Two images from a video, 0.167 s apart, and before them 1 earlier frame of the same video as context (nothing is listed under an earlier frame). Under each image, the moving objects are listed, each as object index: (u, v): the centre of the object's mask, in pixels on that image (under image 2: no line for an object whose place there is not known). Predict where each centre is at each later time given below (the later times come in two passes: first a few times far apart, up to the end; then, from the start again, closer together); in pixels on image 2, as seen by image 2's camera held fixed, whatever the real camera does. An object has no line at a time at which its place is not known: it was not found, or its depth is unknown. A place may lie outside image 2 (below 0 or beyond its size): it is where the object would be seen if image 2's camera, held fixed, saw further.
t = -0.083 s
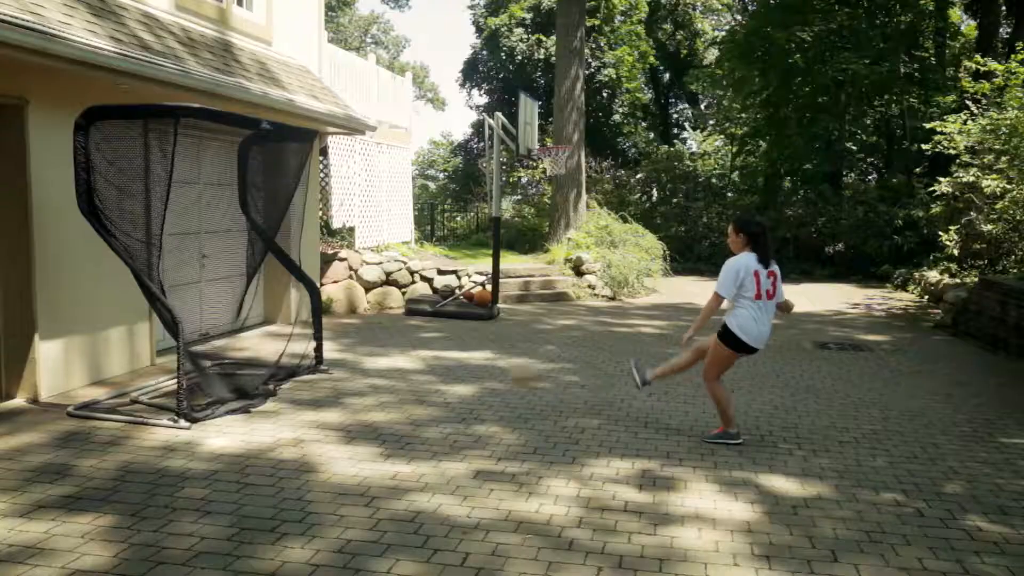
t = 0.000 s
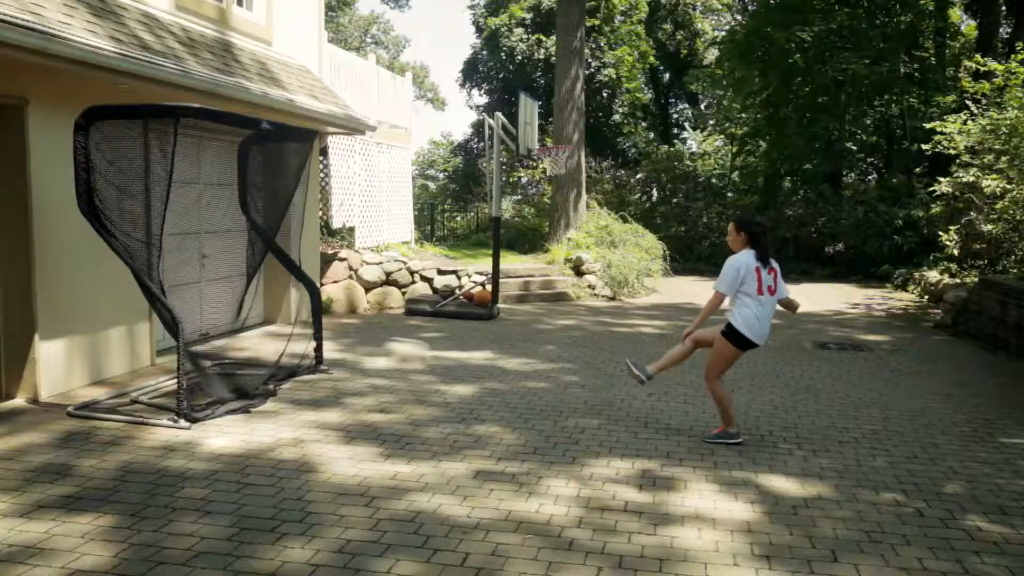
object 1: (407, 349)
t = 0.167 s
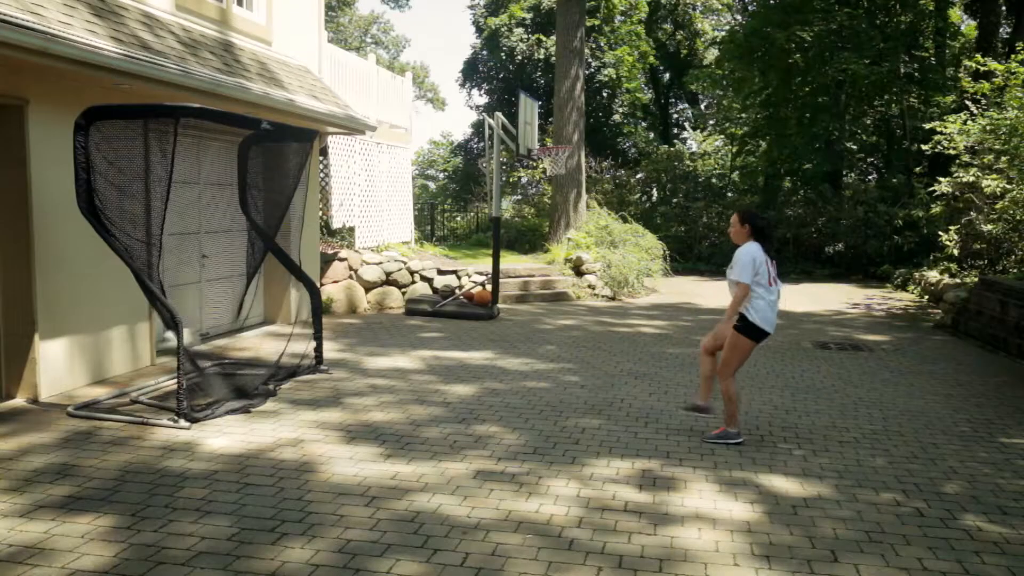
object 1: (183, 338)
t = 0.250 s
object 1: (133, 330)
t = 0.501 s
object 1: (129, 285)
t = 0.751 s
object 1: (175, 306)
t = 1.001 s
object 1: (236, 380)
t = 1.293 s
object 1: (309, 381)
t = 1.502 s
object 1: (364, 379)
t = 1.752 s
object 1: (428, 383)
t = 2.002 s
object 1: (493, 385)
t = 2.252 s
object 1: (559, 395)
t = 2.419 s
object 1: (602, 394)
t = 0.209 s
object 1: (146, 339)
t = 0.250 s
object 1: (133, 330)
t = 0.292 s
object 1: (126, 319)
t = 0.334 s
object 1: (123, 309)
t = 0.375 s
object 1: (122, 300)
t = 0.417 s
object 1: (123, 294)
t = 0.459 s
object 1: (125, 287)
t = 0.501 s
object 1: (129, 285)
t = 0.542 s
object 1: (132, 284)
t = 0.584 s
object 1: (137, 286)
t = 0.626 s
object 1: (140, 290)
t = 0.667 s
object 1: (150, 293)
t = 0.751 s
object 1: (175, 306)
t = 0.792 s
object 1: (185, 320)
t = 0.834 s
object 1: (193, 334)
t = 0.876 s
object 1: (200, 346)
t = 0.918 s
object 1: (209, 359)
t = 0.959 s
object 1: (224, 373)
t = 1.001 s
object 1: (236, 380)
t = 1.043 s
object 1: (246, 375)
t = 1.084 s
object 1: (257, 369)
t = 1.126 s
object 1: (267, 370)
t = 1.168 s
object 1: (278, 371)
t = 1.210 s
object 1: (288, 371)
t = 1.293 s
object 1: (309, 381)
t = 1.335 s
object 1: (320, 383)
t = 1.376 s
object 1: (330, 378)
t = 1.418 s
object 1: (342, 374)
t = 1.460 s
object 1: (353, 375)
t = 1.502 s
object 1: (364, 379)
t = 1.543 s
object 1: (374, 381)
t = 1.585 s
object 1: (385, 386)
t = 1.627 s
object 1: (395, 386)
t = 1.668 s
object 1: (406, 383)
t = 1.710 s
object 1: (416, 382)
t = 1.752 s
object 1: (428, 383)
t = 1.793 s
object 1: (440, 386)
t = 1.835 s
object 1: (451, 392)
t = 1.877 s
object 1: (462, 387)
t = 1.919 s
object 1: (473, 386)
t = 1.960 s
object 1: (482, 384)
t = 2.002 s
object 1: (493, 385)
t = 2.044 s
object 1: (505, 389)
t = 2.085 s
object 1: (516, 391)
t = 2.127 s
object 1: (527, 390)
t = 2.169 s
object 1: (539, 389)
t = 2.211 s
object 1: (549, 389)
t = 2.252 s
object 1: (559, 395)
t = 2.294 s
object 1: (570, 395)
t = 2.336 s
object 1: (580, 392)
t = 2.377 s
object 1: (591, 394)
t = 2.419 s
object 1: (602, 394)
